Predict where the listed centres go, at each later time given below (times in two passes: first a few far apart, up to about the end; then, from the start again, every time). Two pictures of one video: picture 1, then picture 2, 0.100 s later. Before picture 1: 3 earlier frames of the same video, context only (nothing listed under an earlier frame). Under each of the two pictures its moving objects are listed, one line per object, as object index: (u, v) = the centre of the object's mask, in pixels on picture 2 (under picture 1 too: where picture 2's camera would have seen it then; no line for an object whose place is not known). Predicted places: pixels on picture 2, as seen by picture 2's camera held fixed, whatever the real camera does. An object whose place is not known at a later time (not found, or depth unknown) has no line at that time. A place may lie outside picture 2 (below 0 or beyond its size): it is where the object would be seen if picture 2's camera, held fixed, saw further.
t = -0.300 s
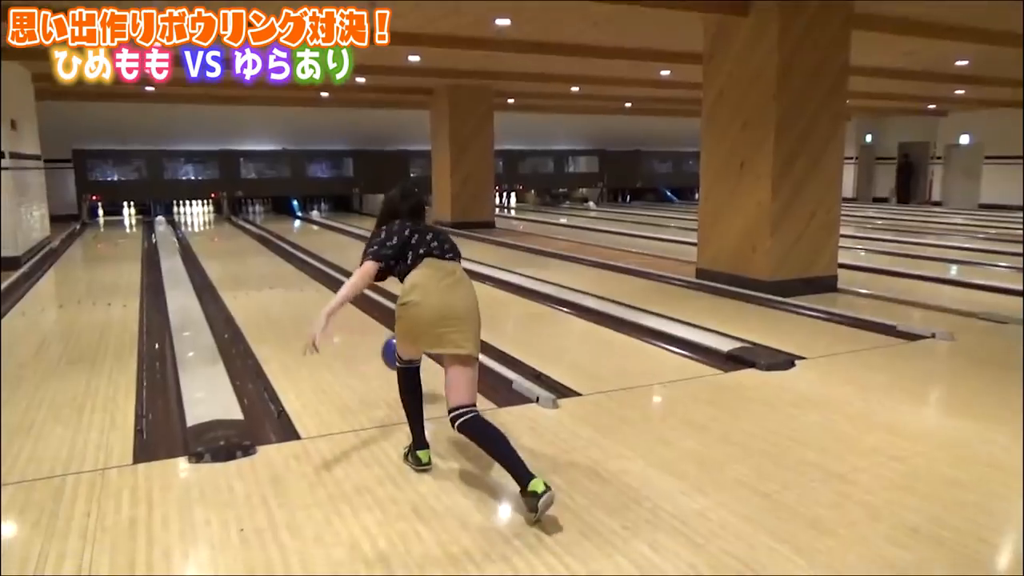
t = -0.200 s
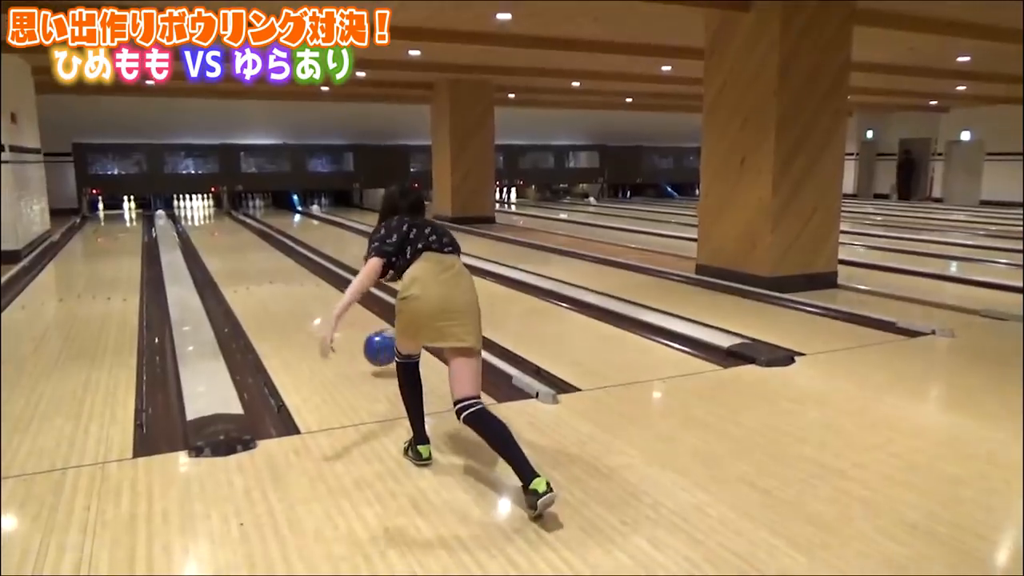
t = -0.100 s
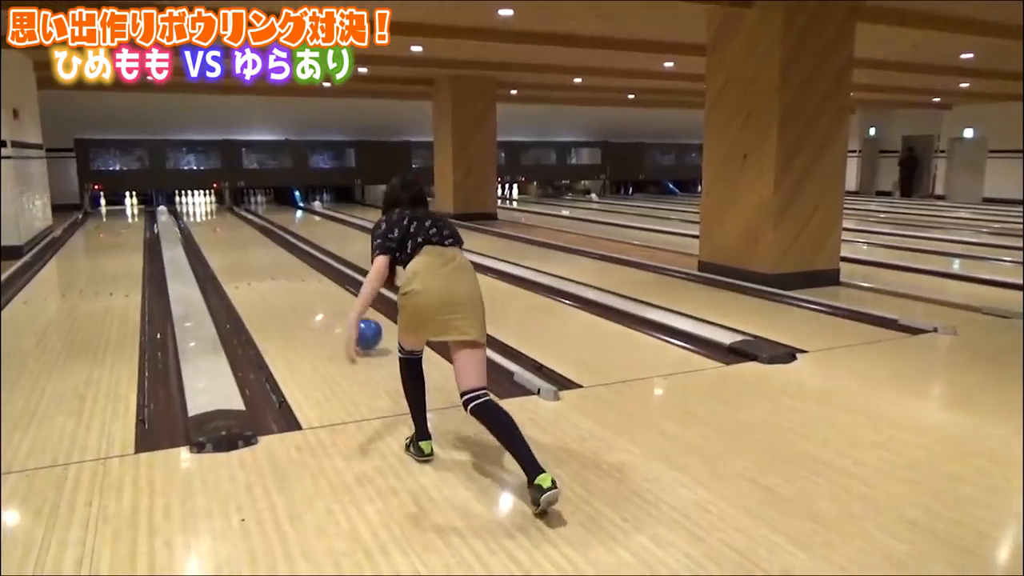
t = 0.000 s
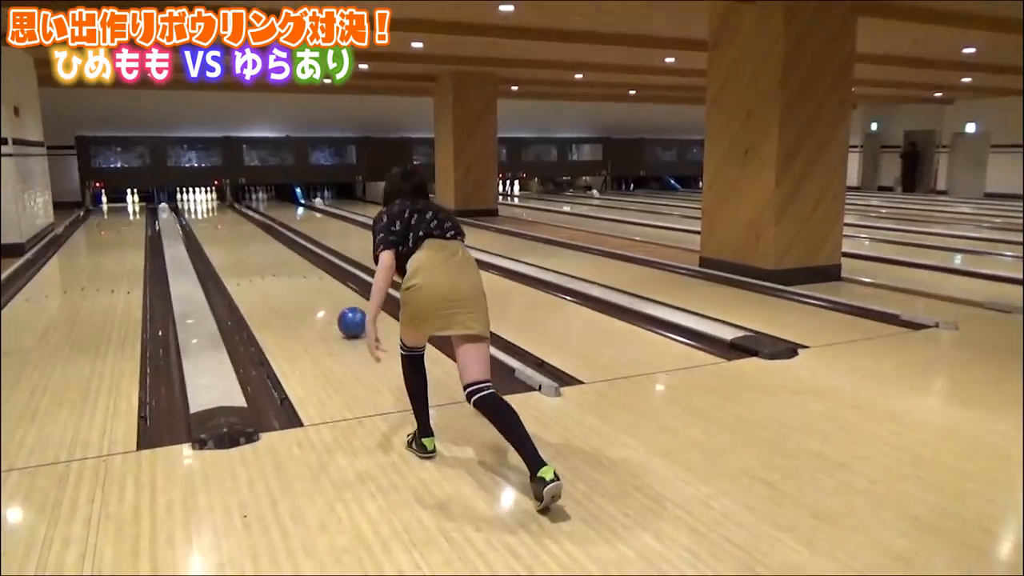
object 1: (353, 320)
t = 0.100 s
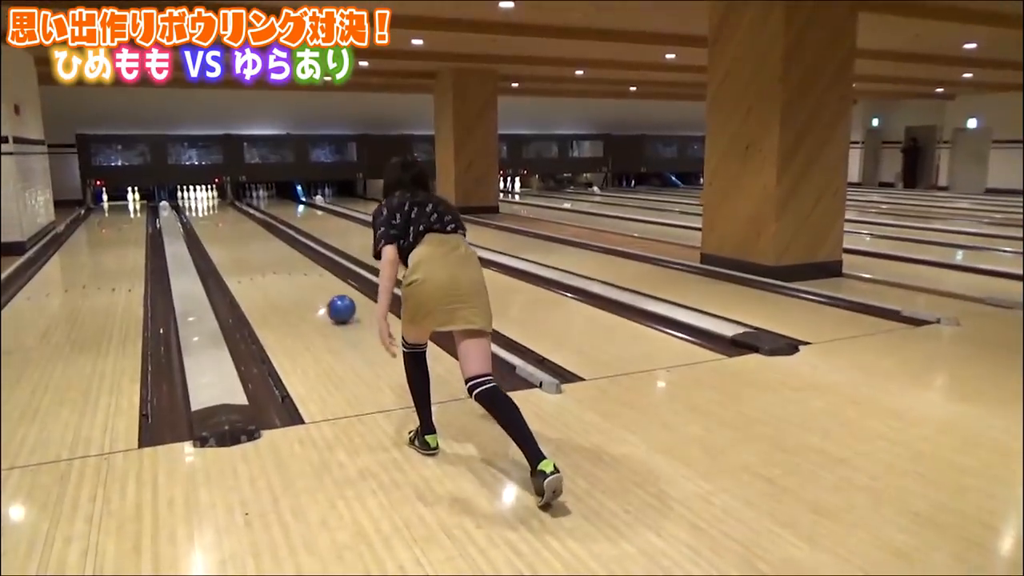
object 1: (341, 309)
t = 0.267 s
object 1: (324, 295)
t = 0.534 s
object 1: (302, 277)
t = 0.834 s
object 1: (283, 262)
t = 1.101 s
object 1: (270, 252)
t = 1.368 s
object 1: (259, 244)
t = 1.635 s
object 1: (249, 236)
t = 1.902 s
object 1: (241, 230)
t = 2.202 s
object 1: (234, 225)
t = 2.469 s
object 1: (227, 221)
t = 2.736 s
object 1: (221, 217)
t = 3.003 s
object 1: (215, 214)
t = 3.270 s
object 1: (210, 212)
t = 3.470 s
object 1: (207, 210)
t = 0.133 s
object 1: (337, 306)
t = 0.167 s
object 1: (333, 303)
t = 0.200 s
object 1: (330, 300)
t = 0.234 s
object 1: (327, 298)
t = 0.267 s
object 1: (324, 295)
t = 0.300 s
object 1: (320, 292)
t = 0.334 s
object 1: (317, 290)
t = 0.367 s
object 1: (315, 287)
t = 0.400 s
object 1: (312, 285)
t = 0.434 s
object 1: (309, 283)
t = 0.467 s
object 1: (307, 281)
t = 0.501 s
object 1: (304, 279)
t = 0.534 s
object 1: (302, 277)
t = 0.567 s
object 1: (299, 275)
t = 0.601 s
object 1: (297, 273)
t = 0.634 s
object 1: (295, 271)
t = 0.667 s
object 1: (293, 270)
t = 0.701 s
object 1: (291, 268)
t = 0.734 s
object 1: (289, 266)
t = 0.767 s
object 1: (287, 265)
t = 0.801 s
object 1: (285, 264)
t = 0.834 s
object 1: (283, 262)
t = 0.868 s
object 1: (281, 261)
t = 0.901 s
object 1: (279, 260)
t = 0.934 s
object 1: (278, 258)
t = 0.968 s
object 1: (276, 257)
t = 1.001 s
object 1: (275, 256)
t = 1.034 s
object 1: (273, 254)
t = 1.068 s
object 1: (272, 253)
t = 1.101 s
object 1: (270, 252)
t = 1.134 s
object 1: (269, 251)
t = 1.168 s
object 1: (267, 250)
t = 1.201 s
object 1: (266, 249)
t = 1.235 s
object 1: (264, 248)
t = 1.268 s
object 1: (263, 247)
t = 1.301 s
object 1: (261, 246)
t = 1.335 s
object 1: (260, 245)
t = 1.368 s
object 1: (259, 244)
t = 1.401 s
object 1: (258, 243)
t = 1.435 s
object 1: (256, 242)
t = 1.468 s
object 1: (255, 241)
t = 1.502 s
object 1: (254, 240)
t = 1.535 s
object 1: (253, 239)
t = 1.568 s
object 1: (252, 238)
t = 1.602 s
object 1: (251, 237)
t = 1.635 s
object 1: (249, 236)
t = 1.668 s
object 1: (248, 236)
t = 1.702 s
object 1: (247, 235)
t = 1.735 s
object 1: (246, 234)
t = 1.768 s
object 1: (245, 233)
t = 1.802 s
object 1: (244, 233)
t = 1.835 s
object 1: (243, 232)
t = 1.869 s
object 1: (243, 232)
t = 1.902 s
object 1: (241, 230)
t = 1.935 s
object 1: (241, 230)
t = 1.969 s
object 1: (239, 229)
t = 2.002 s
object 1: (239, 228)
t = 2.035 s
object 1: (238, 228)
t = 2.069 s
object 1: (237, 227)
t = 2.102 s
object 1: (236, 226)
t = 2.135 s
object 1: (235, 226)
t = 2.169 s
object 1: (235, 225)
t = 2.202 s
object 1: (234, 225)
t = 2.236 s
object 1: (233, 224)
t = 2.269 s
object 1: (232, 224)
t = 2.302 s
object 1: (231, 223)
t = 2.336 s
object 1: (230, 222)
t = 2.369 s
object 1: (229, 222)
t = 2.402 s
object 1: (229, 221)
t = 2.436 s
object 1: (228, 221)
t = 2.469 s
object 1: (227, 221)
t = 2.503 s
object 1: (226, 220)
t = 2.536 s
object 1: (226, 220)
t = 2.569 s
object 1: (225, 219)
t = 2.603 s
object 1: (224, 219)
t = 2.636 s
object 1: (223, 218)
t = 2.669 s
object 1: (222, 218)
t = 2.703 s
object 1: (221, 218)
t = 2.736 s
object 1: (221, 217)
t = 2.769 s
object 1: (220, 217)
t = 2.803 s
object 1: (220, 217)
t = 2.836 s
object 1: (219, 217)
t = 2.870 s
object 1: (218, 216)
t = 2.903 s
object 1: (218, 216)
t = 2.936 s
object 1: (217, 216)
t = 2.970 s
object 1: (216, 215)
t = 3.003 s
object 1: (215, 214)
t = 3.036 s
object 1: (215, 214)
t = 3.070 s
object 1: (214, 214)
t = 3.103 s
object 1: (214, 214)
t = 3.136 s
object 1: (213, 214)
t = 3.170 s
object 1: (213, 213)
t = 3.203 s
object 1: (212, 213)
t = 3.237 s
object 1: (211, 212)
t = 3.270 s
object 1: (210, 212)
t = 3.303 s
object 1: (210, 212)
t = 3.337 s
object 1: (209, 212)
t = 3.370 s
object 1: (208, 211)
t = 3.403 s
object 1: (208, 211)
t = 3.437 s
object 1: (208, 211)
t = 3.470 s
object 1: (207, 210)
